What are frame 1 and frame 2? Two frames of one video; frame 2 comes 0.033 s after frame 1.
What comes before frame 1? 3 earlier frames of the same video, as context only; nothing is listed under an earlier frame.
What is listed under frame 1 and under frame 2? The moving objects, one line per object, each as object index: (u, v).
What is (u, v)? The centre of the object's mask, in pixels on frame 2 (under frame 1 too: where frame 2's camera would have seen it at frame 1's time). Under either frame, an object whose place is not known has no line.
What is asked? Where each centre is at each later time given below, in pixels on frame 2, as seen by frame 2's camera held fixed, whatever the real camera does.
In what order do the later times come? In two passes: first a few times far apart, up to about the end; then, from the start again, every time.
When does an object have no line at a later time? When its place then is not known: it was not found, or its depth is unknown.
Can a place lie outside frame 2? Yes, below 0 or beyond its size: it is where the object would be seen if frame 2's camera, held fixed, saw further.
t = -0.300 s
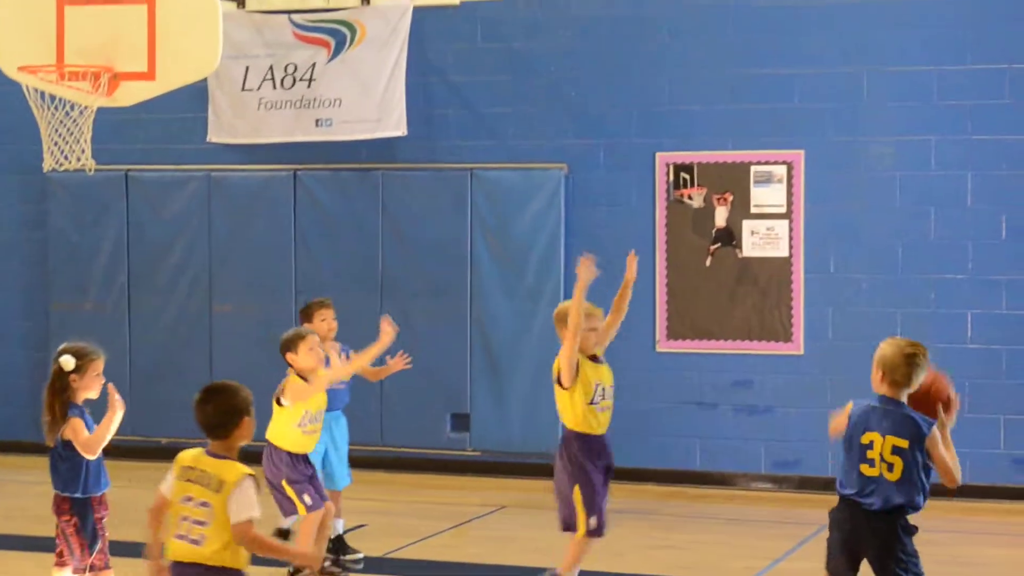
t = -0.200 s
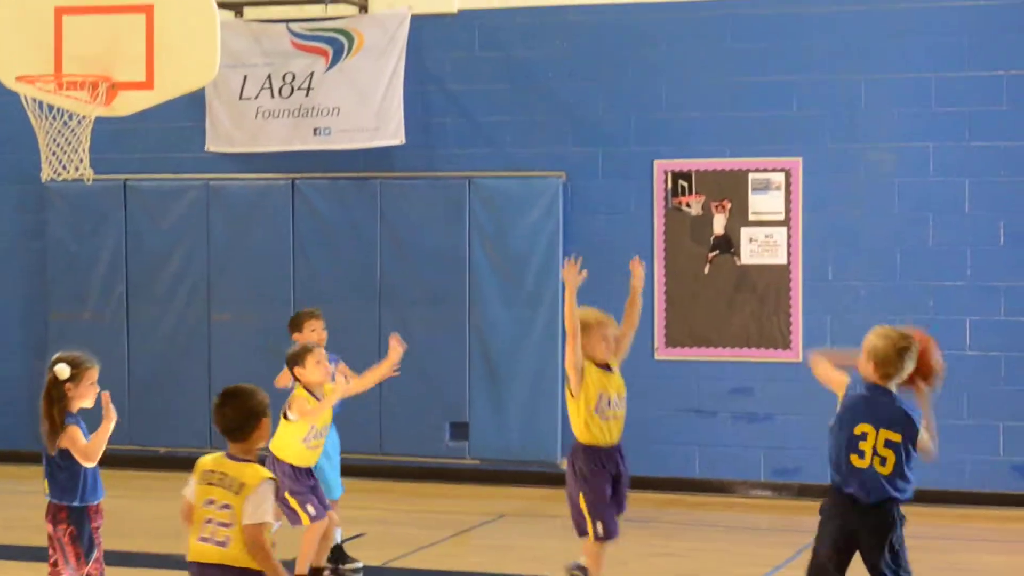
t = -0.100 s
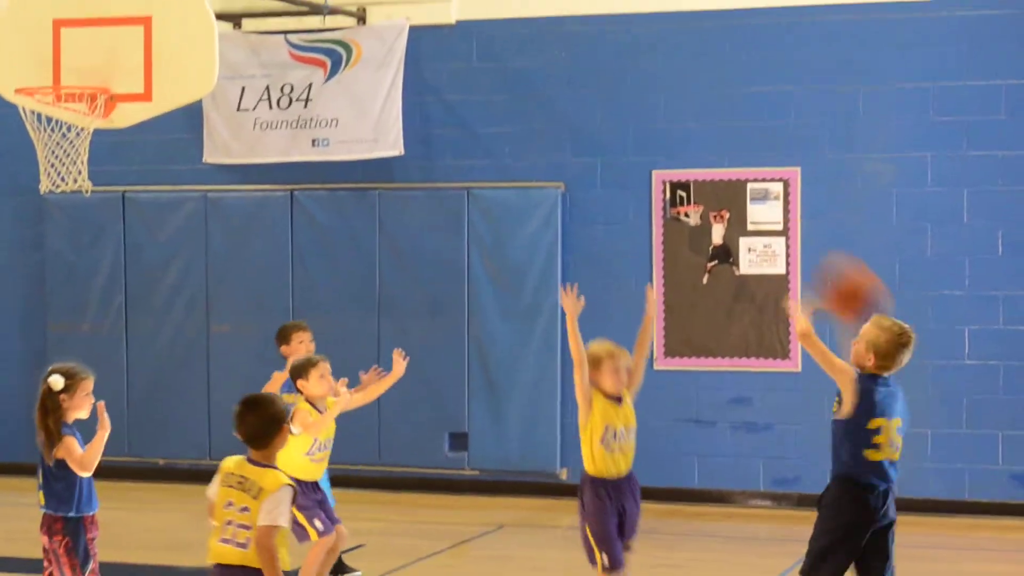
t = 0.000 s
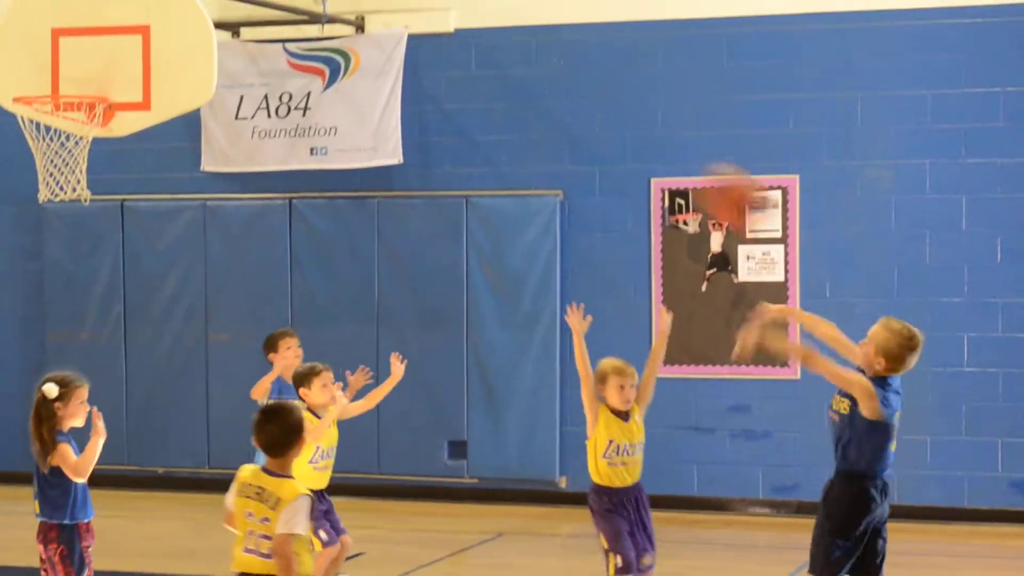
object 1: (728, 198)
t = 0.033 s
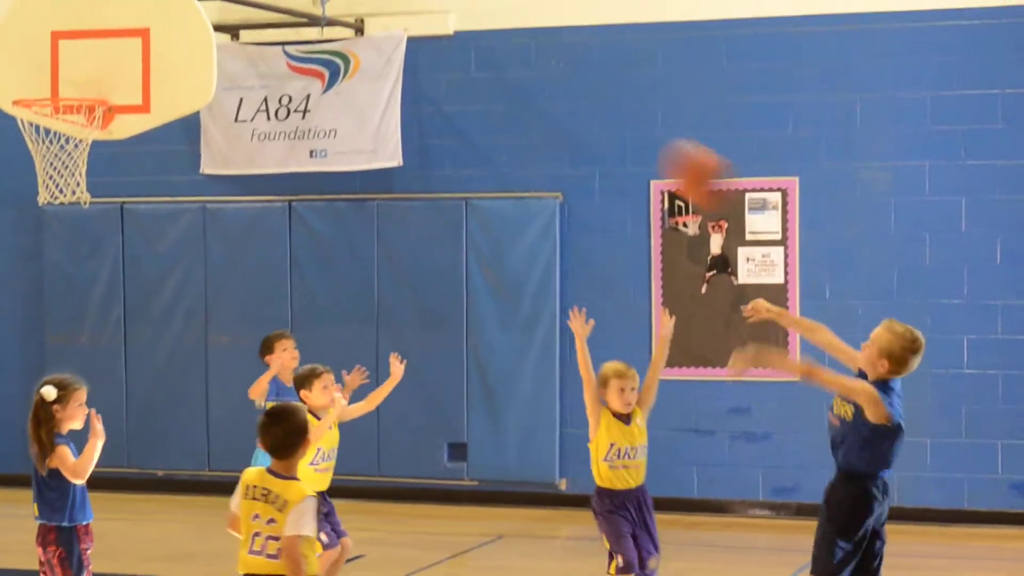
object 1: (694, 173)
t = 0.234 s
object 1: (488, 81)
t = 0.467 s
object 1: (285, 94)
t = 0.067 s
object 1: (659, 149)
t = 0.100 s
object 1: (624, 131)
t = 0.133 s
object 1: (589, 114)
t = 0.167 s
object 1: (555, 100)
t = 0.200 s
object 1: (521, 89)
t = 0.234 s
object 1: (488, 81)
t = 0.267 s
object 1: (456, 75)
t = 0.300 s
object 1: (429, 72)
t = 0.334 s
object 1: (399, 71)
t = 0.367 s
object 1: (364, 75)
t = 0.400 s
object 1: (335, 79)
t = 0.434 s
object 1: (306, 87)
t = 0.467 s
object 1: (285, 94)
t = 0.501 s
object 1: (256, 103)
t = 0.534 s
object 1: (229, 116)
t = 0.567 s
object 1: (201, 133)
